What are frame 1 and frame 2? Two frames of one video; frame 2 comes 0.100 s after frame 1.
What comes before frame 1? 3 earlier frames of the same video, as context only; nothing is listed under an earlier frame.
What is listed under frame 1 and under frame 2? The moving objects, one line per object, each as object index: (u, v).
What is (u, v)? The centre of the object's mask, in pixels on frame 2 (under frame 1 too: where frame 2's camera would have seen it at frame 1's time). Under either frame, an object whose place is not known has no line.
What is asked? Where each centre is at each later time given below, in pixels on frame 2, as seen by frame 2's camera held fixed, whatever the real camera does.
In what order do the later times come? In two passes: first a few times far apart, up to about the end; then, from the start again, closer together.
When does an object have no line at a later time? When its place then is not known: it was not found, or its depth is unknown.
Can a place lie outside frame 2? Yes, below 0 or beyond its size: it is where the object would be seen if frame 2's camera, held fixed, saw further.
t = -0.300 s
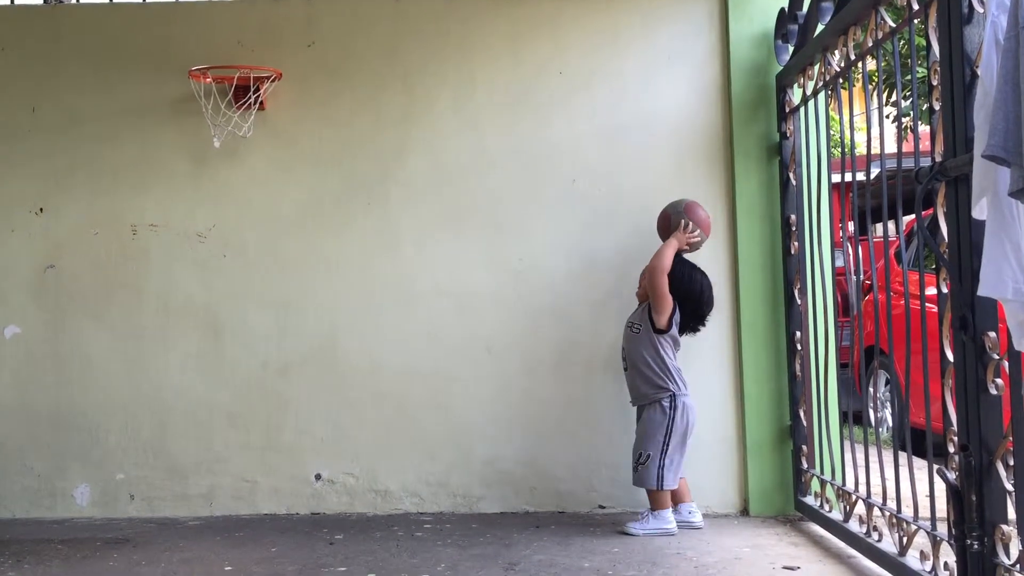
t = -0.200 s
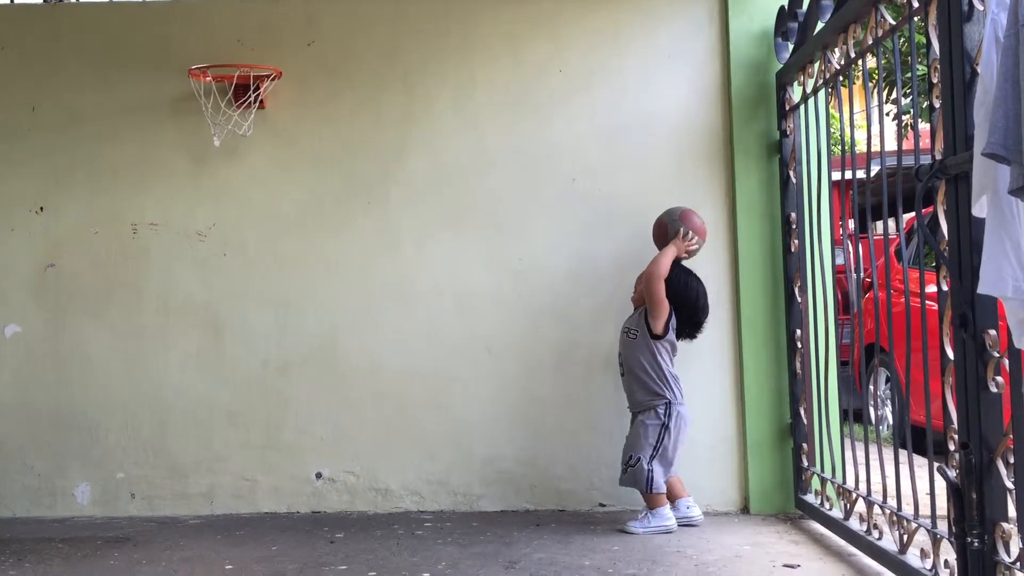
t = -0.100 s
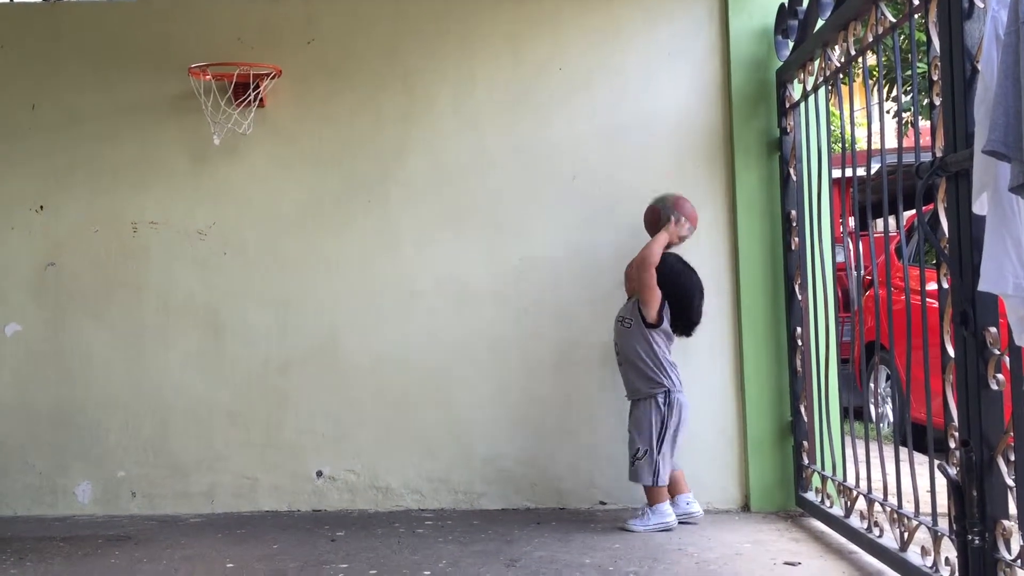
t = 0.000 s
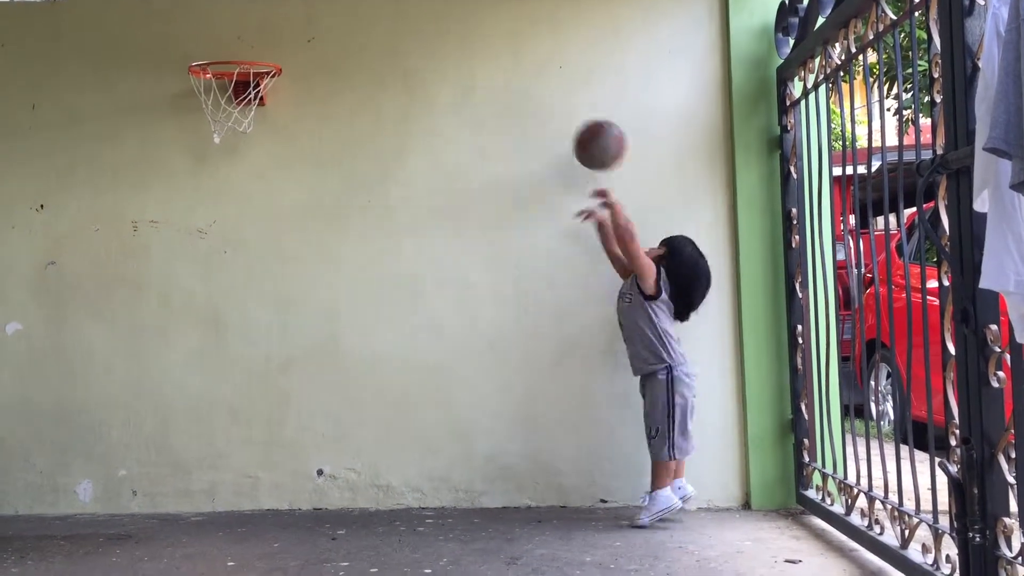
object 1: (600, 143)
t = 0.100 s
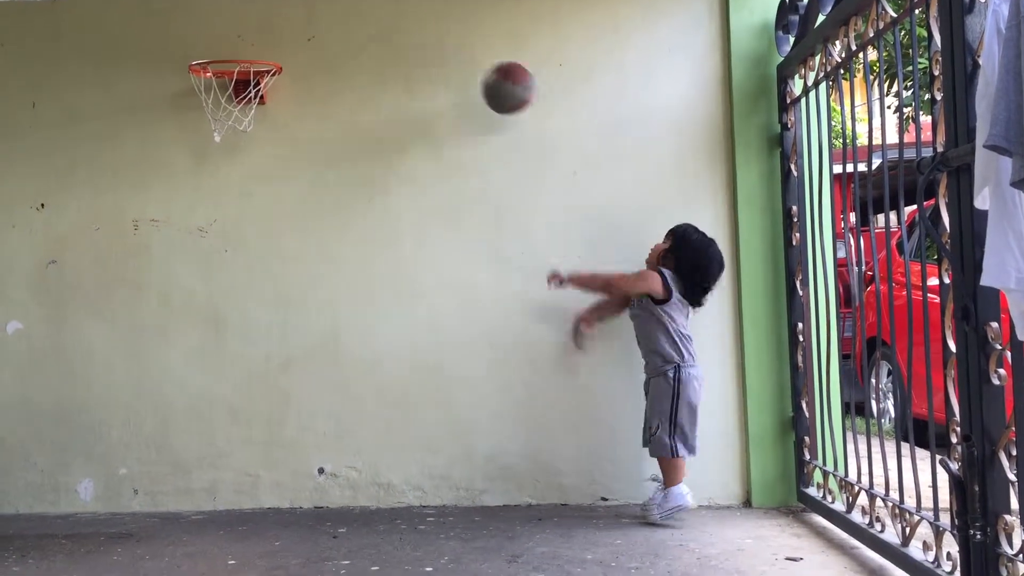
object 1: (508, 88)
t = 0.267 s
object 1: (359, 61)
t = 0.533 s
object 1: (361, 122)
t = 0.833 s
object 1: (467, 454)
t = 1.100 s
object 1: (559, 287)
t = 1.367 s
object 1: (666, 184)
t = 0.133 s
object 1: (478, 76)
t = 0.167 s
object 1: (448, 68)
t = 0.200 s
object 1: (418, 62)
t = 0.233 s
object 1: (388, 60)
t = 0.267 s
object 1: (359, 61)
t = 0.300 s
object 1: (329, 65)
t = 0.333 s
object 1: (303, 72)
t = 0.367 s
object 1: (315, 83)
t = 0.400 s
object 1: (325, 89)
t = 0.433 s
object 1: (333, 92)
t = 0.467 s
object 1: (342, 98)
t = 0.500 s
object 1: (351, 108)
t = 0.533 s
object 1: (361, 122)
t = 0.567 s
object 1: (371, 139)
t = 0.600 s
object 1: (381, 161)
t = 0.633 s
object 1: (392, 187)
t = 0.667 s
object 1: (404, 217)
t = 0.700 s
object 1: (415, 254)
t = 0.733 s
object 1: (428, 294)
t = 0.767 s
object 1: (441, 341)
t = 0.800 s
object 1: (454, 394)
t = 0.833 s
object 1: (467, 454)
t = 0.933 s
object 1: (504, 466)
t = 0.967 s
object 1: (514, 425)
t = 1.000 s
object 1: (524, 386)
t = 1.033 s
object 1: (535, 349)
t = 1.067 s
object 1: (547, 316)
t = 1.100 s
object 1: (559, 287)
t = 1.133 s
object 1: (571, 261)
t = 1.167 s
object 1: (582, 238)
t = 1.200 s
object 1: (595, 220)
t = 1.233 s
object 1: (608, 205)
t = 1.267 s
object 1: (622, 193)
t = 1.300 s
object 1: (636, 186)
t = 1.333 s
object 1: (650, 183)
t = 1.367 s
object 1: (666, 184)
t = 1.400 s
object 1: (683, 191)
